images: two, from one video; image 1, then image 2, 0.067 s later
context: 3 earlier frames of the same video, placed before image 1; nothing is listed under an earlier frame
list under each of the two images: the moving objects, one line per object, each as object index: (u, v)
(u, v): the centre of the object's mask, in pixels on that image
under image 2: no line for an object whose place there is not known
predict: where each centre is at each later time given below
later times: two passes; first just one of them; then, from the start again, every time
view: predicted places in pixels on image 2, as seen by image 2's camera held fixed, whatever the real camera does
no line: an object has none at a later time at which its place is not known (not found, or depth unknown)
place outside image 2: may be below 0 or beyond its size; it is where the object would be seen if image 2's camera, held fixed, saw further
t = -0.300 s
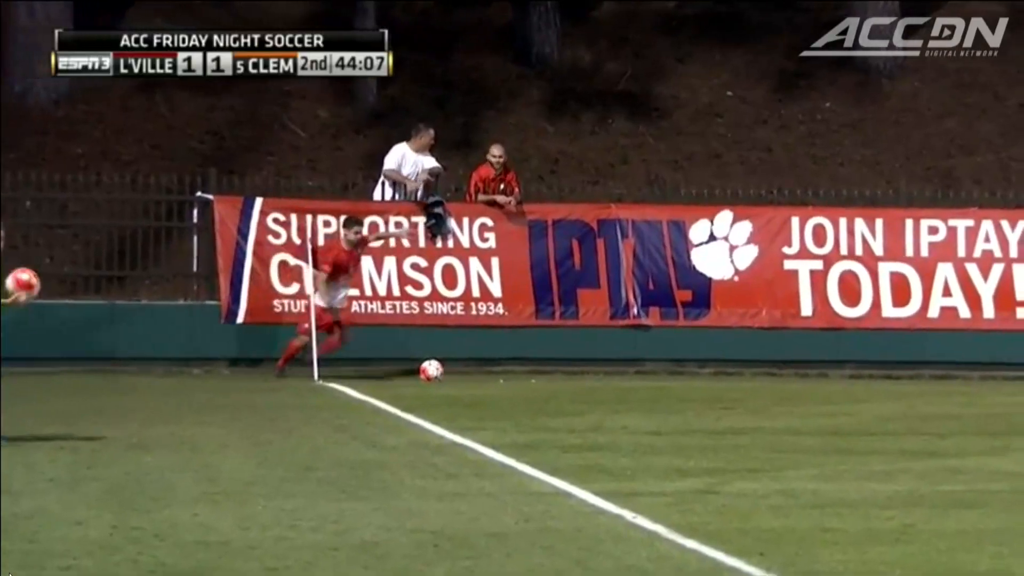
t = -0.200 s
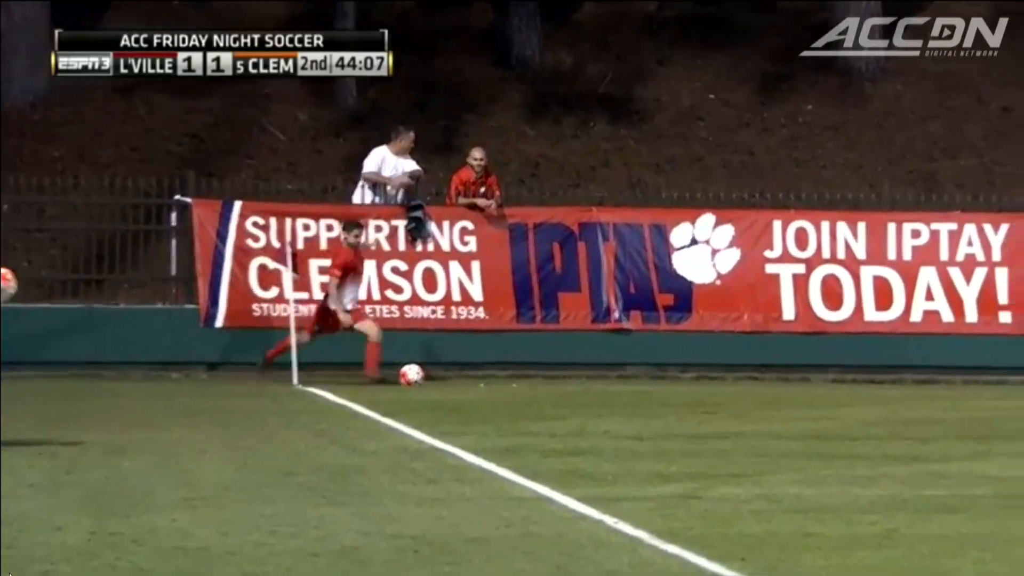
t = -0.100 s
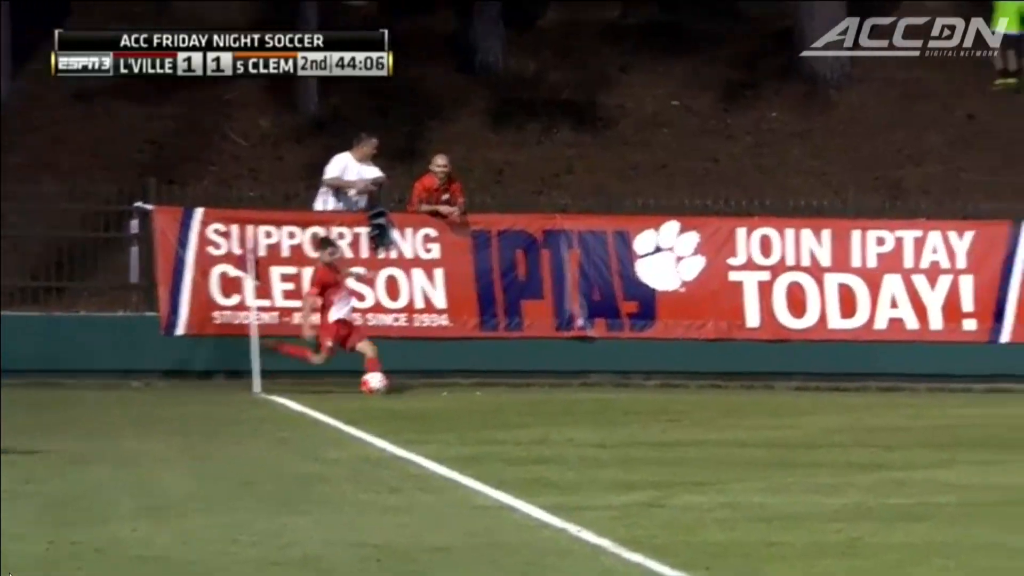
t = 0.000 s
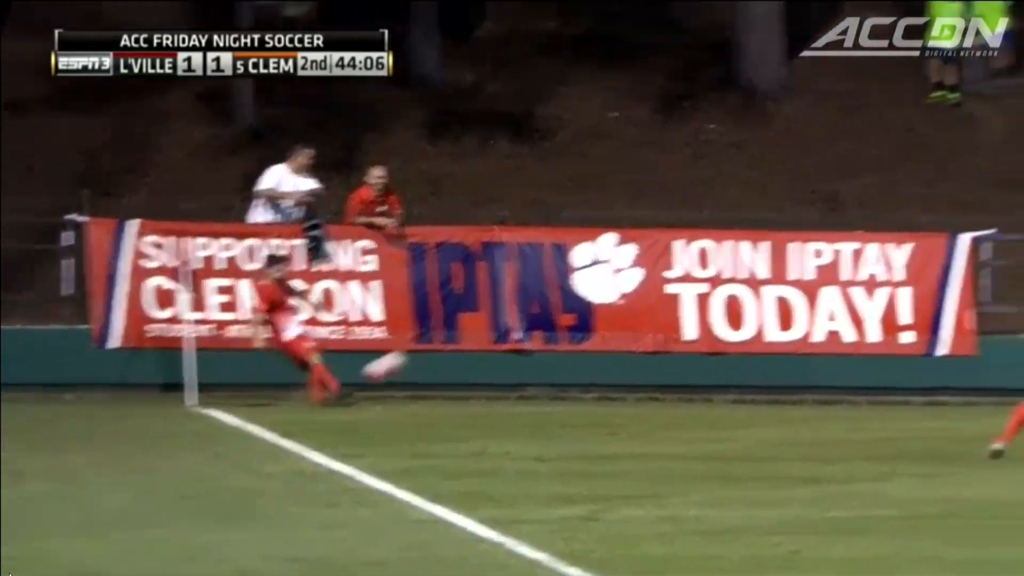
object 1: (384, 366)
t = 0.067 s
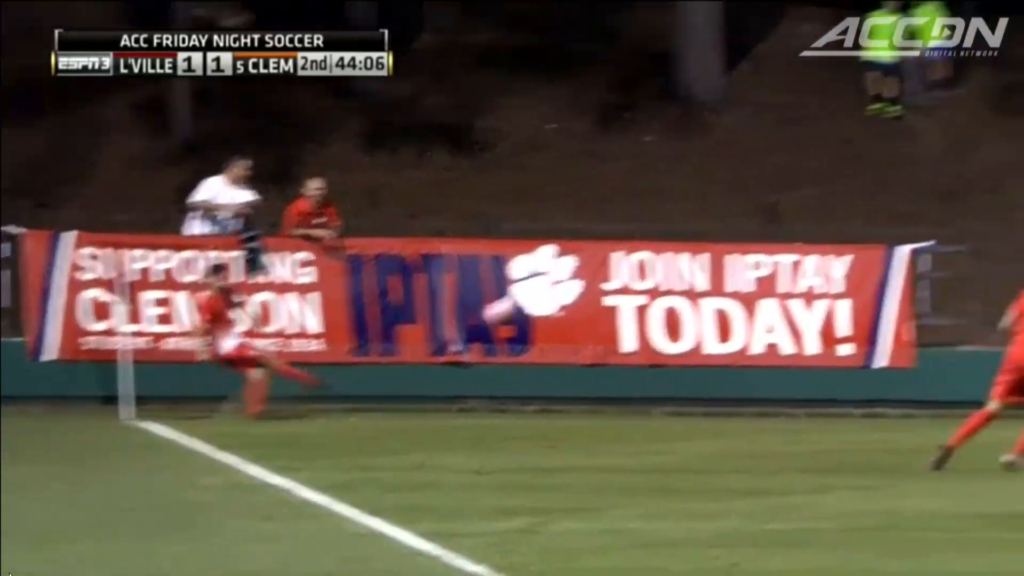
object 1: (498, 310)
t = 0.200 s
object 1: (853, 180)
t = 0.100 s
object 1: (590, 275)
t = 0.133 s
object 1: (679, 242)
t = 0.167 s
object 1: (765, 211)
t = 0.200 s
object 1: (853, 180)
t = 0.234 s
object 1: (937, 149)
